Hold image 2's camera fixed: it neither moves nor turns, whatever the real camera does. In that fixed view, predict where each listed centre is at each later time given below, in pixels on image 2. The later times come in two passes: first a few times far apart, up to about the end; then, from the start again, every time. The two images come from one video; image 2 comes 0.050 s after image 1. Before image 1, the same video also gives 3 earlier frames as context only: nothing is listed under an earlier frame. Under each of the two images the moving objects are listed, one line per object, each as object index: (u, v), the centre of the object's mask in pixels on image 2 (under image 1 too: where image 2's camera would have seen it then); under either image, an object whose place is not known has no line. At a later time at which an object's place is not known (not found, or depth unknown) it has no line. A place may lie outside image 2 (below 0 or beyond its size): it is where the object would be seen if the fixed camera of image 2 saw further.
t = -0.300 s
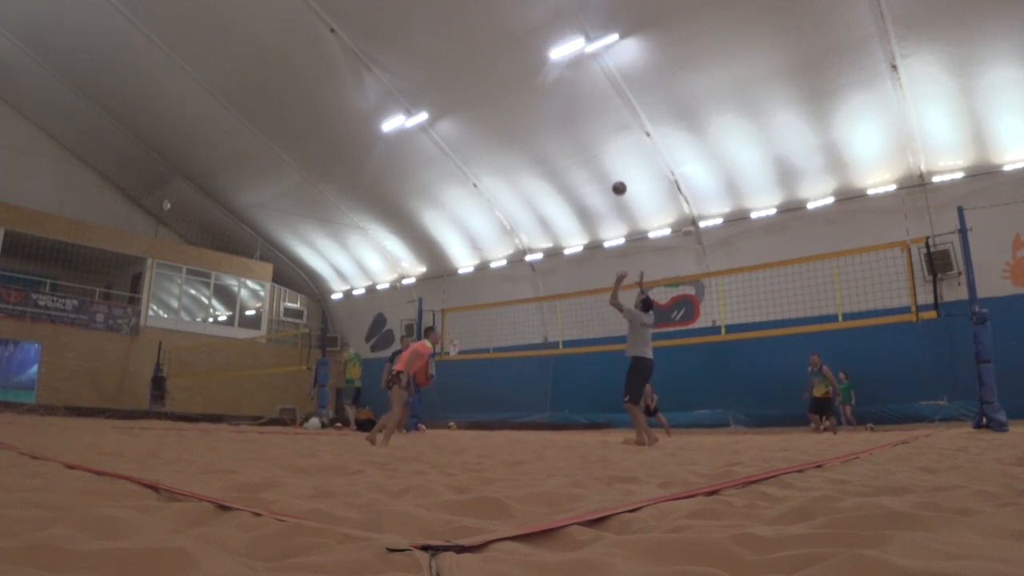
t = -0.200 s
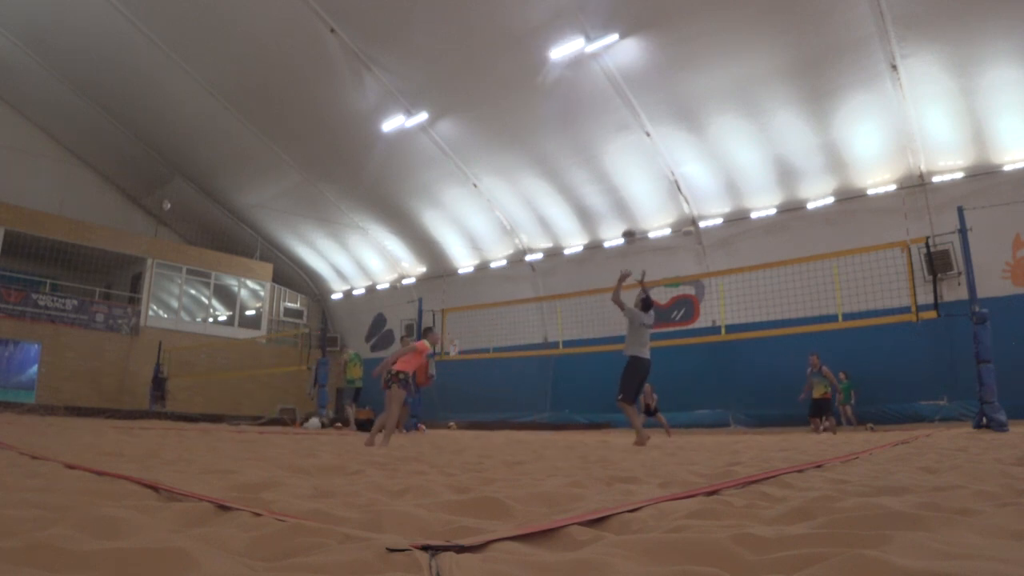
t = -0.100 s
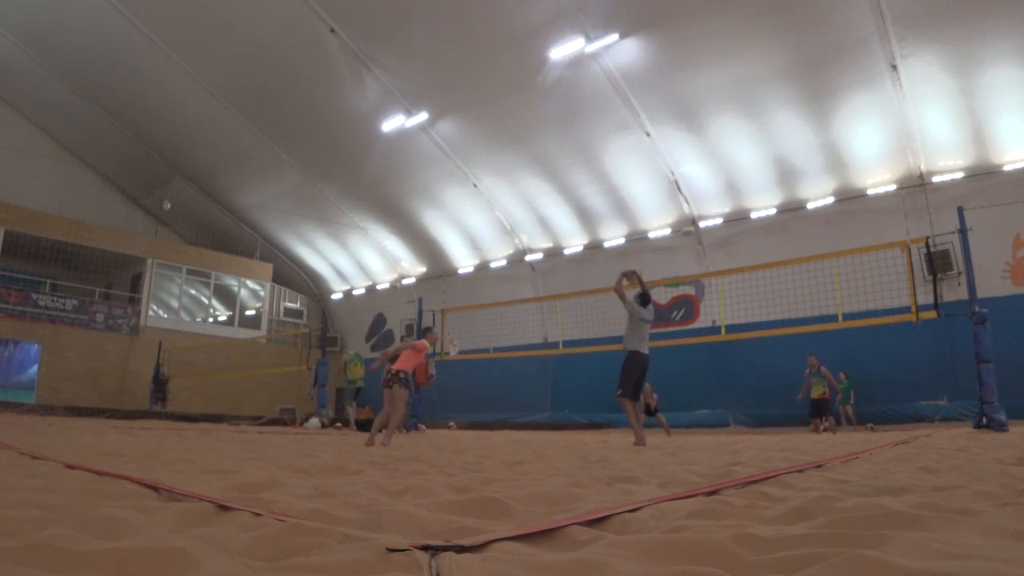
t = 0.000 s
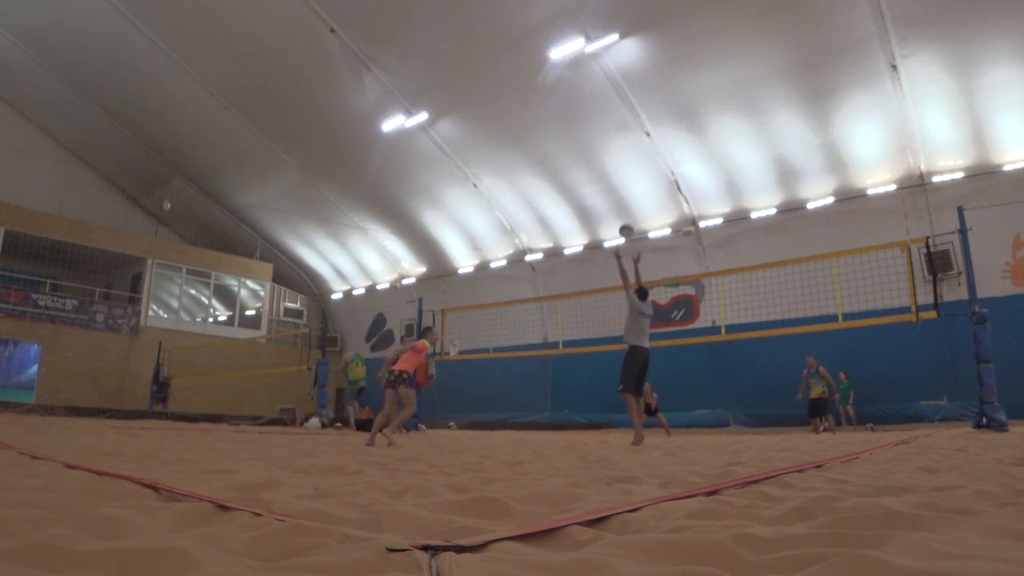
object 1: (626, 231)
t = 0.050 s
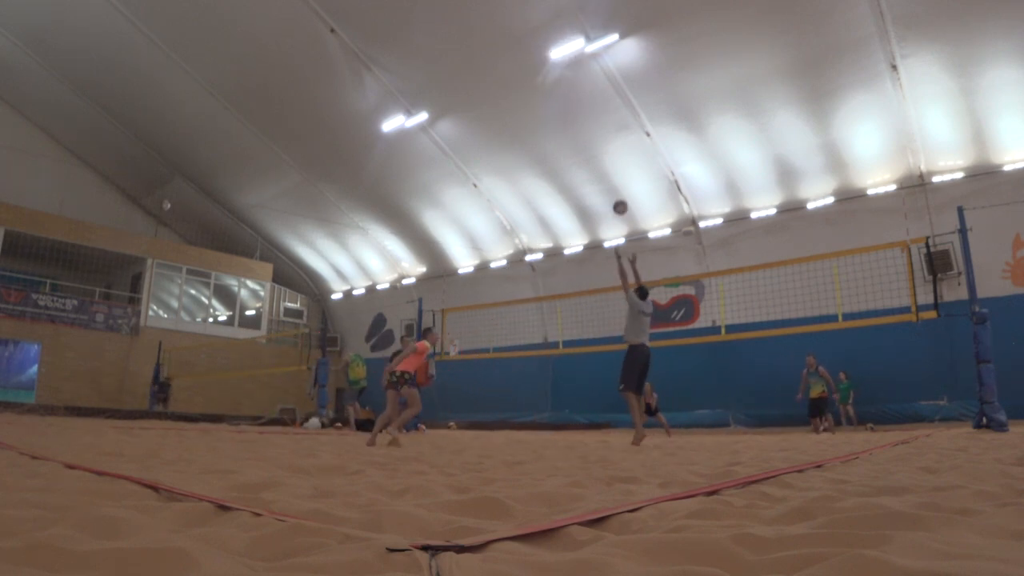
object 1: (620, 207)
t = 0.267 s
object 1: (597, 130)
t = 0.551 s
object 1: (572, 83)
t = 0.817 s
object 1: (551, 83)
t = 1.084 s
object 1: (532, 121)
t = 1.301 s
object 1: (518, 181)
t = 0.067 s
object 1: (618, 200)
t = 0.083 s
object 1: (616, 192)
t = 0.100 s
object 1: (614, 186)
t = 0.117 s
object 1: (612, 179)
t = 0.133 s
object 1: (611, 173)
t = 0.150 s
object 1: (609, 166)
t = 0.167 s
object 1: (607, 160)
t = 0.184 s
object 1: (606, 155)
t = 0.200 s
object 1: (604, 149)
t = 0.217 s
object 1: (602, 144)
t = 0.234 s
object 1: (600, 139)
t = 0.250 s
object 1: (599, 134)
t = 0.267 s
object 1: (597, 130)
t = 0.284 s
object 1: (596, 125)
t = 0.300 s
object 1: (594, 122)
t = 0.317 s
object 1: (592, 117)
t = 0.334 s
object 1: (591, 114)
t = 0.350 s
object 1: (589, 110)
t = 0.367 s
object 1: (588, 107)
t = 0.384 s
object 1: (586, 104)
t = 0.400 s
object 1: (585, 101)
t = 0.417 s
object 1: (583, 98)
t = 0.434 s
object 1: (582, 96)
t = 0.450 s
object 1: (580, 93)
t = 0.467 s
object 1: (579, 91)
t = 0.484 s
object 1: (577, 90)
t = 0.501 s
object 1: (576, 87)
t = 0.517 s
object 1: (574, 86)
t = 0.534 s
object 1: (573, 85)
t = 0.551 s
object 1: (572, 83)
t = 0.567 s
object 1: (570, 82)
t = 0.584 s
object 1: (569, 81)
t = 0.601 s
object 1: (568, 80)
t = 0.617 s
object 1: (566, 79)
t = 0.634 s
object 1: (565, 79)
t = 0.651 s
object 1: (564, 78)
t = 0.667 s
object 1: (563, 78)
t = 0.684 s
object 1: (561, 78)
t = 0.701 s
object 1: (560, 79)
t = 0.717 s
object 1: (559, 79)
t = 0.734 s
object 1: (557, 79)
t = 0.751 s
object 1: (556, 80)
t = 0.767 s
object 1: (555, 81)
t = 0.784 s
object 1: (554, 81)
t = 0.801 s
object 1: (552, 82)
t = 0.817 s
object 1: (551, 83)
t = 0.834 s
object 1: (550, 84)
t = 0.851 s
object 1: (549, 86)
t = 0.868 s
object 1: (548, 87)
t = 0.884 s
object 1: (546, 89)
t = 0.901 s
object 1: (545, 91)
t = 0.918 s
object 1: (544, 93)
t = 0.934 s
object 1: (543, 95)
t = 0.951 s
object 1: (542, 97)
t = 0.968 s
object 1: (540, 100)
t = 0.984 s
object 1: (539, 102)
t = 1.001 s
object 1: (538, 105)
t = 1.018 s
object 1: (537, 108)
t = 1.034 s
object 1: (535, 111)
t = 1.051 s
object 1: (534, 114)
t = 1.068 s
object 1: (533, 117)
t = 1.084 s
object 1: (532, 121)
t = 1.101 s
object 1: (531, 125)
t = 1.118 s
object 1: (530, 129)
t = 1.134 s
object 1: (528, 133)
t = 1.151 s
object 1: (527, 137)
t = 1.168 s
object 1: (526, 141)
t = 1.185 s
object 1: (525, 146)
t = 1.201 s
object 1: (524, 150)
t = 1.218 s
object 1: (523, 155)
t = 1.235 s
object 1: (522, 160)
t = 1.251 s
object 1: (521, 165)
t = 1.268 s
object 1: (520, 171)
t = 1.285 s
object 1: (519, 176)
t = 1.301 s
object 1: (518, 181)
